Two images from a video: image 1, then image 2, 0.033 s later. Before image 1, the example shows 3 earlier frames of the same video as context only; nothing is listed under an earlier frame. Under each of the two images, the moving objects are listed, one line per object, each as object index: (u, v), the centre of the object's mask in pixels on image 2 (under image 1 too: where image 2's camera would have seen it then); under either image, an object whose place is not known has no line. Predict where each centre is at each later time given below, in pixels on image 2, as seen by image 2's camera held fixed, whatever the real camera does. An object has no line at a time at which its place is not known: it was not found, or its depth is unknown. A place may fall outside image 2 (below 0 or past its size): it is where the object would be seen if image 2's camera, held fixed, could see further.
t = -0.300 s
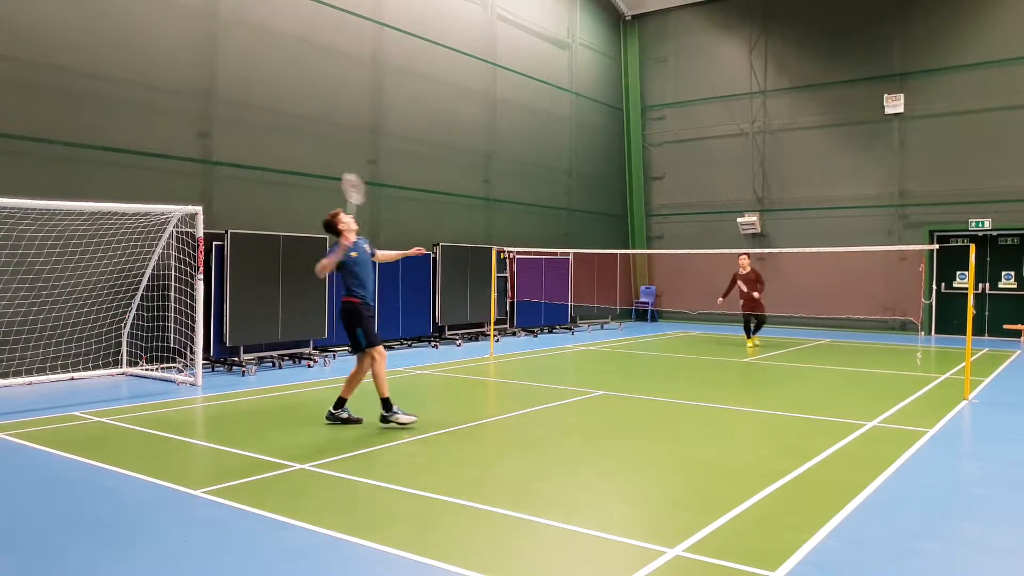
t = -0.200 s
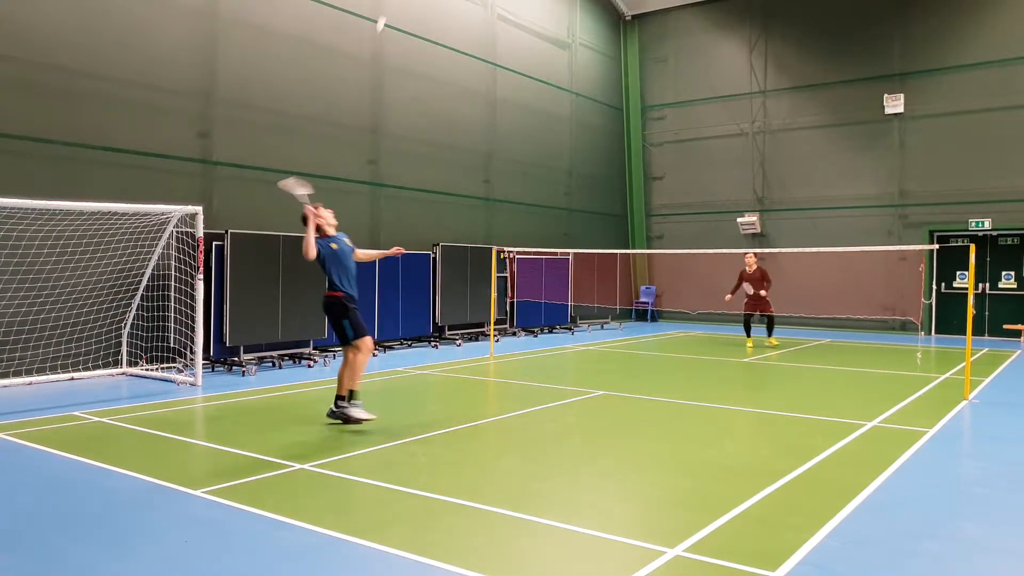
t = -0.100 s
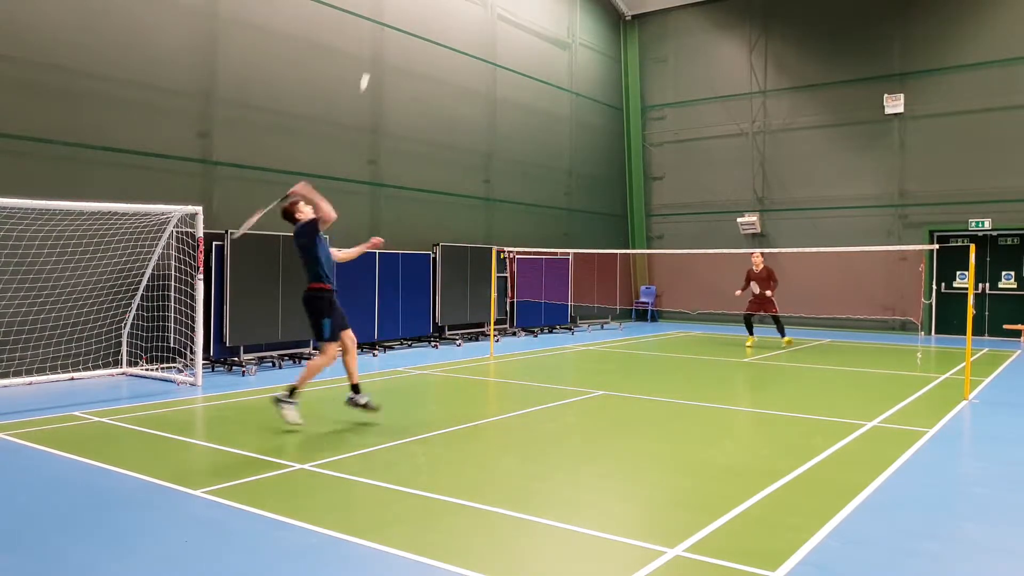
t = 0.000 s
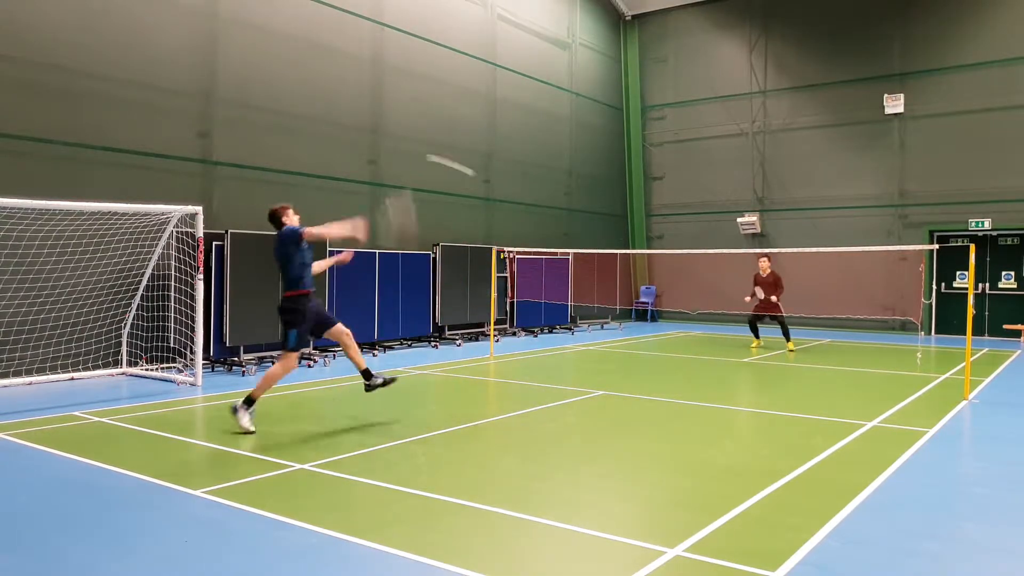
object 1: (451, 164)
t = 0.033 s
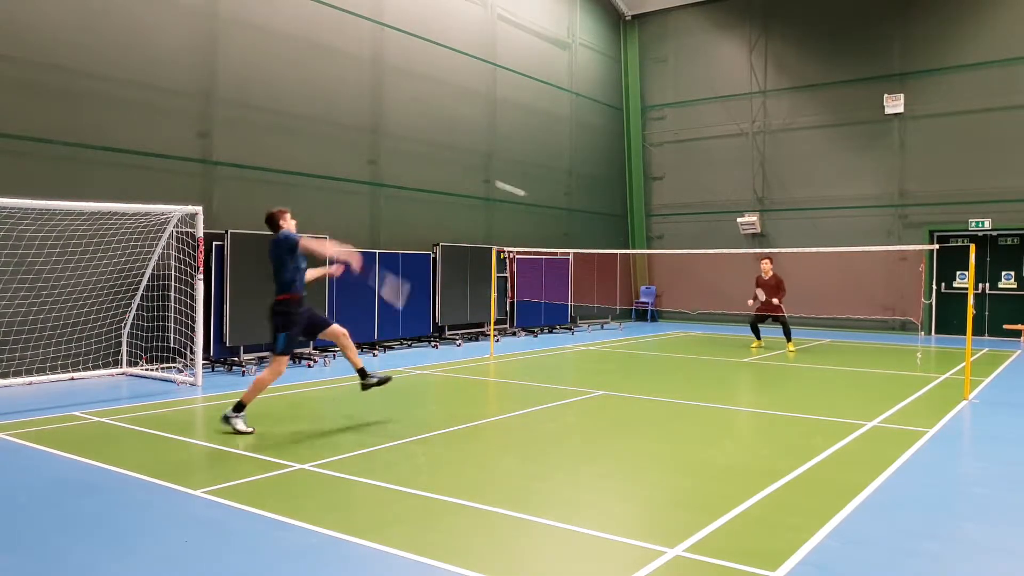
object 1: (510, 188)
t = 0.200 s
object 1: (631, 243)
